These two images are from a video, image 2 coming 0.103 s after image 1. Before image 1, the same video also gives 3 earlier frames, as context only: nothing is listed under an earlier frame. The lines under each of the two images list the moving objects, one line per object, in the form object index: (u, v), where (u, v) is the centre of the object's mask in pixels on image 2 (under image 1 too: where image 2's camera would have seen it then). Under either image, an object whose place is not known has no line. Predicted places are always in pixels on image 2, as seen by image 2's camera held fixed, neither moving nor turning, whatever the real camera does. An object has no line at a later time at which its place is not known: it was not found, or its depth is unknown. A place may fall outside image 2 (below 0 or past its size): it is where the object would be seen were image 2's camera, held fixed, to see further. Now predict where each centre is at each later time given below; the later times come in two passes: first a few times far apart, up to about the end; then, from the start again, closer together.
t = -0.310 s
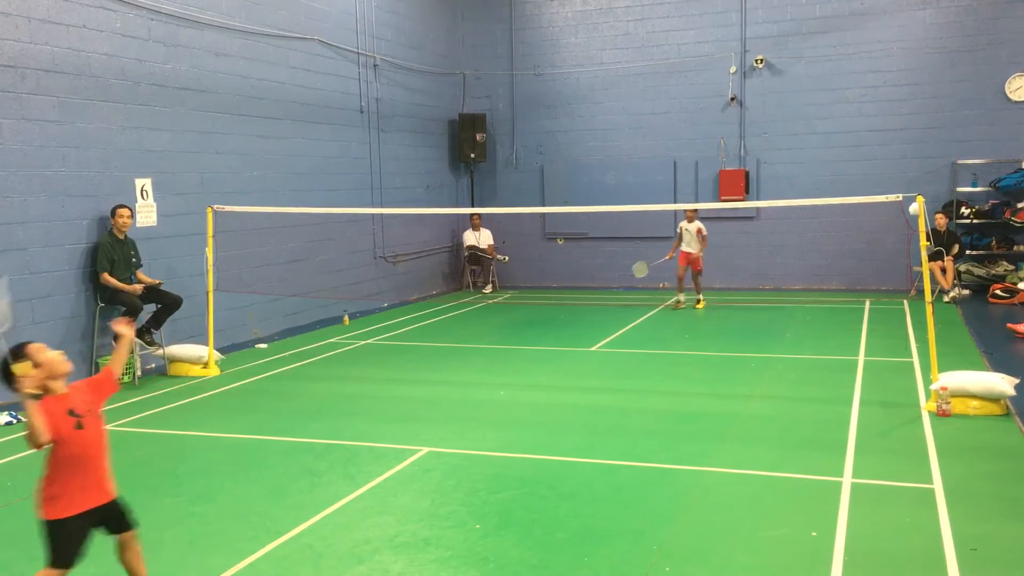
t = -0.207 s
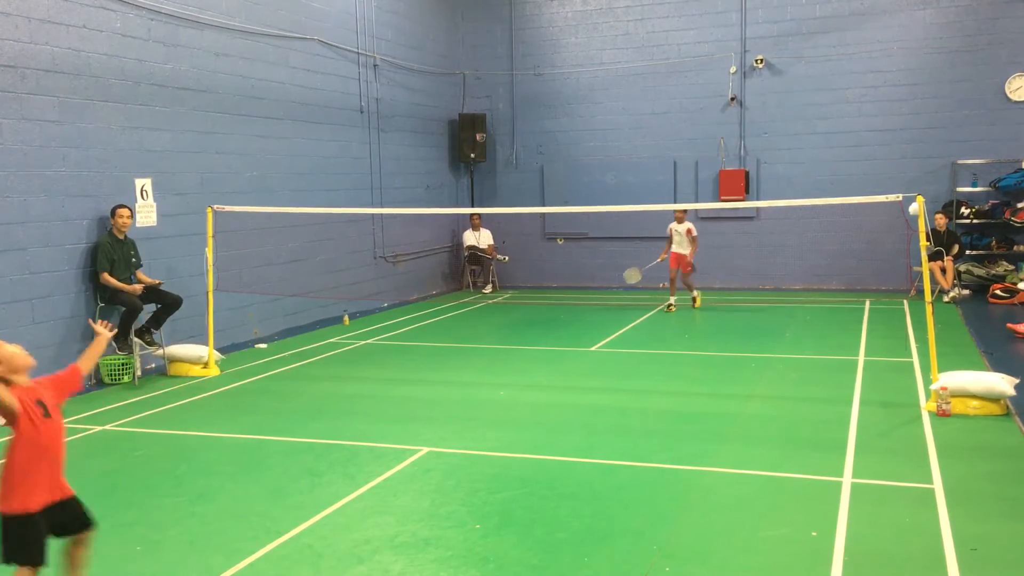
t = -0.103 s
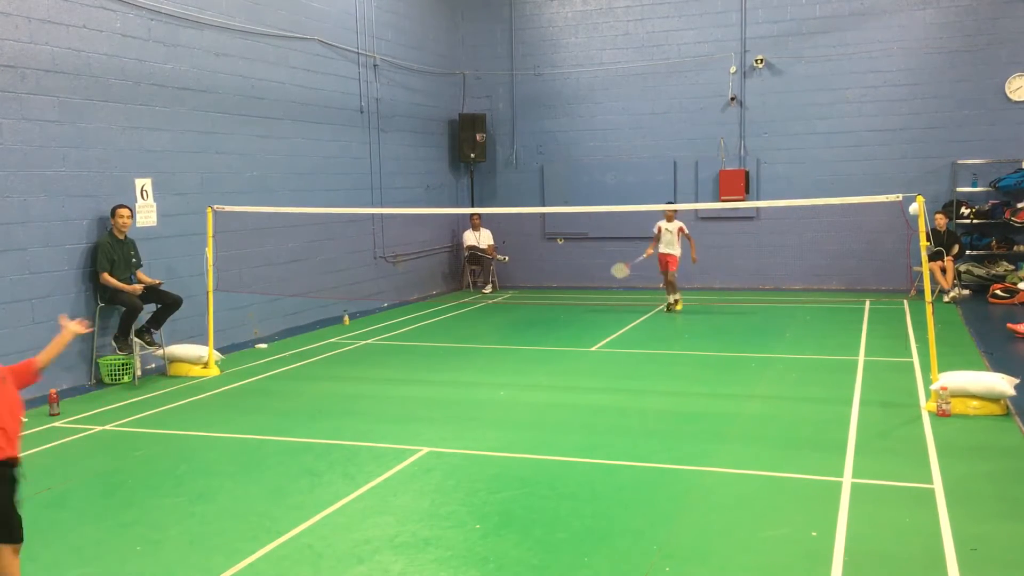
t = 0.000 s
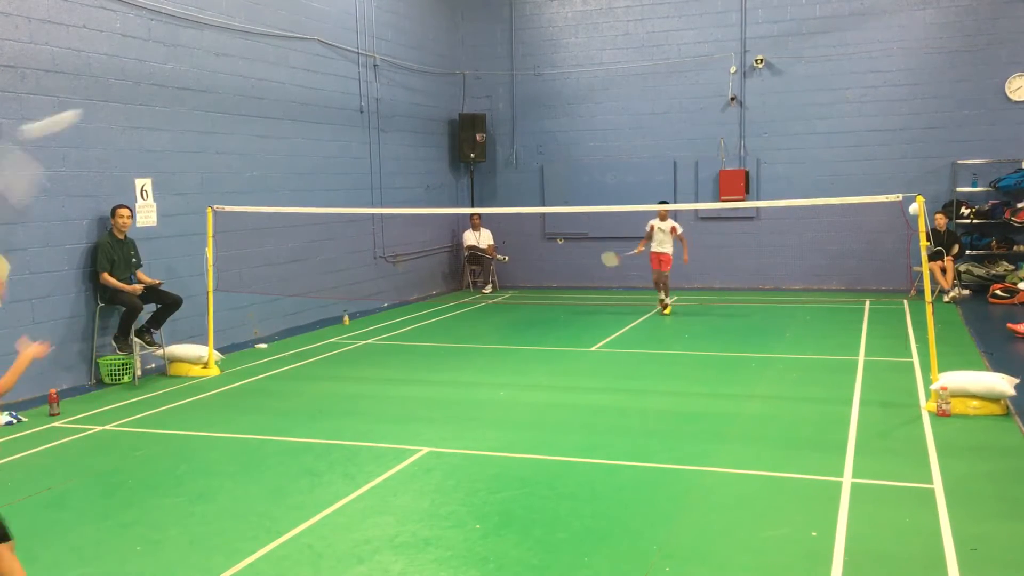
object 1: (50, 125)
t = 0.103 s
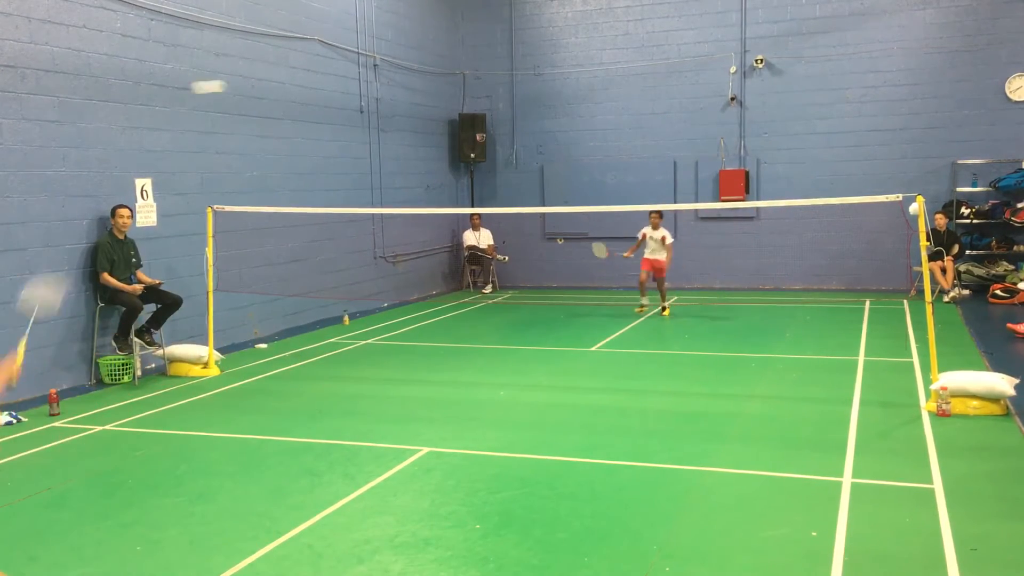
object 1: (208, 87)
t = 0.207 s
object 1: (287, 84)
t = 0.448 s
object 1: (380, 119)
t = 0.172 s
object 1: (266, 84)
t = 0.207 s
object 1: (287, 84)
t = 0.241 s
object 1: (306, 86)
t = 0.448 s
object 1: (380, 119)
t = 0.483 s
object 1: (388, 126)
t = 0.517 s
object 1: (396, 135)
